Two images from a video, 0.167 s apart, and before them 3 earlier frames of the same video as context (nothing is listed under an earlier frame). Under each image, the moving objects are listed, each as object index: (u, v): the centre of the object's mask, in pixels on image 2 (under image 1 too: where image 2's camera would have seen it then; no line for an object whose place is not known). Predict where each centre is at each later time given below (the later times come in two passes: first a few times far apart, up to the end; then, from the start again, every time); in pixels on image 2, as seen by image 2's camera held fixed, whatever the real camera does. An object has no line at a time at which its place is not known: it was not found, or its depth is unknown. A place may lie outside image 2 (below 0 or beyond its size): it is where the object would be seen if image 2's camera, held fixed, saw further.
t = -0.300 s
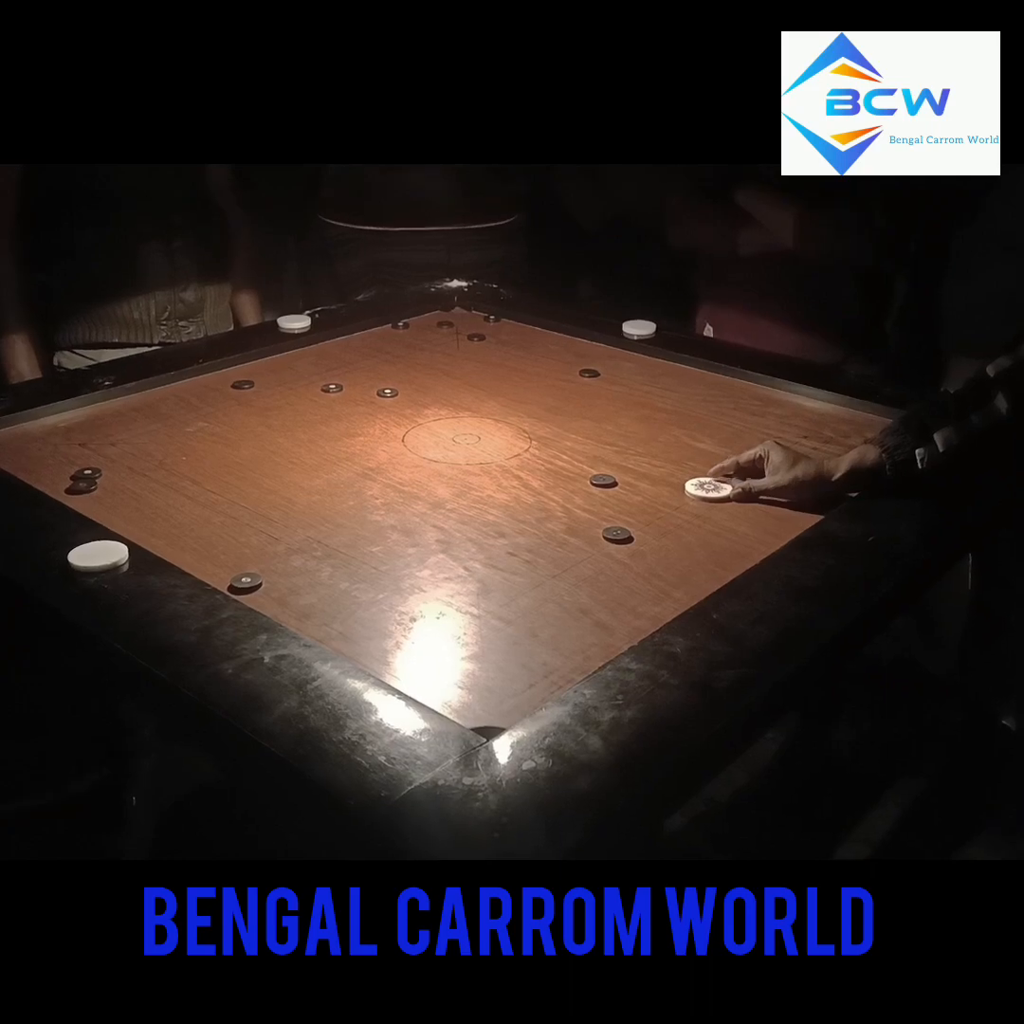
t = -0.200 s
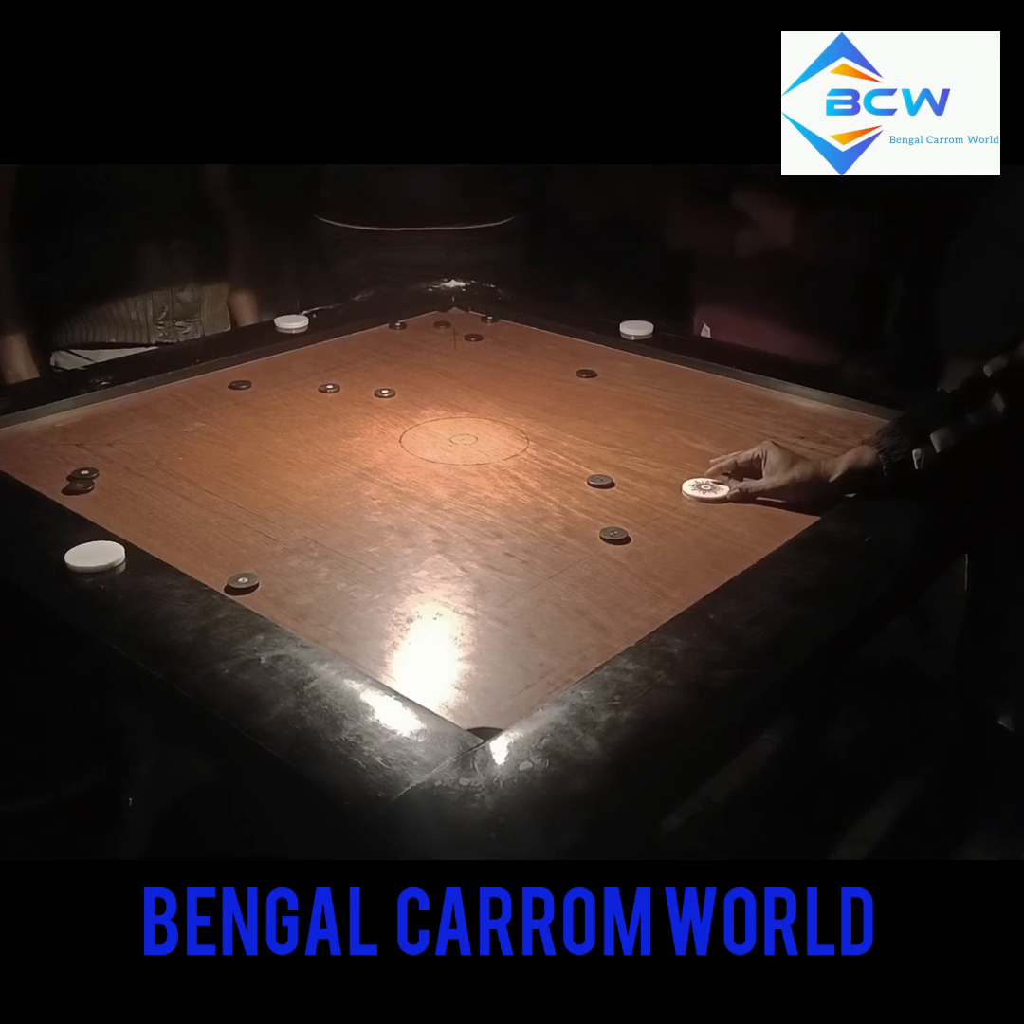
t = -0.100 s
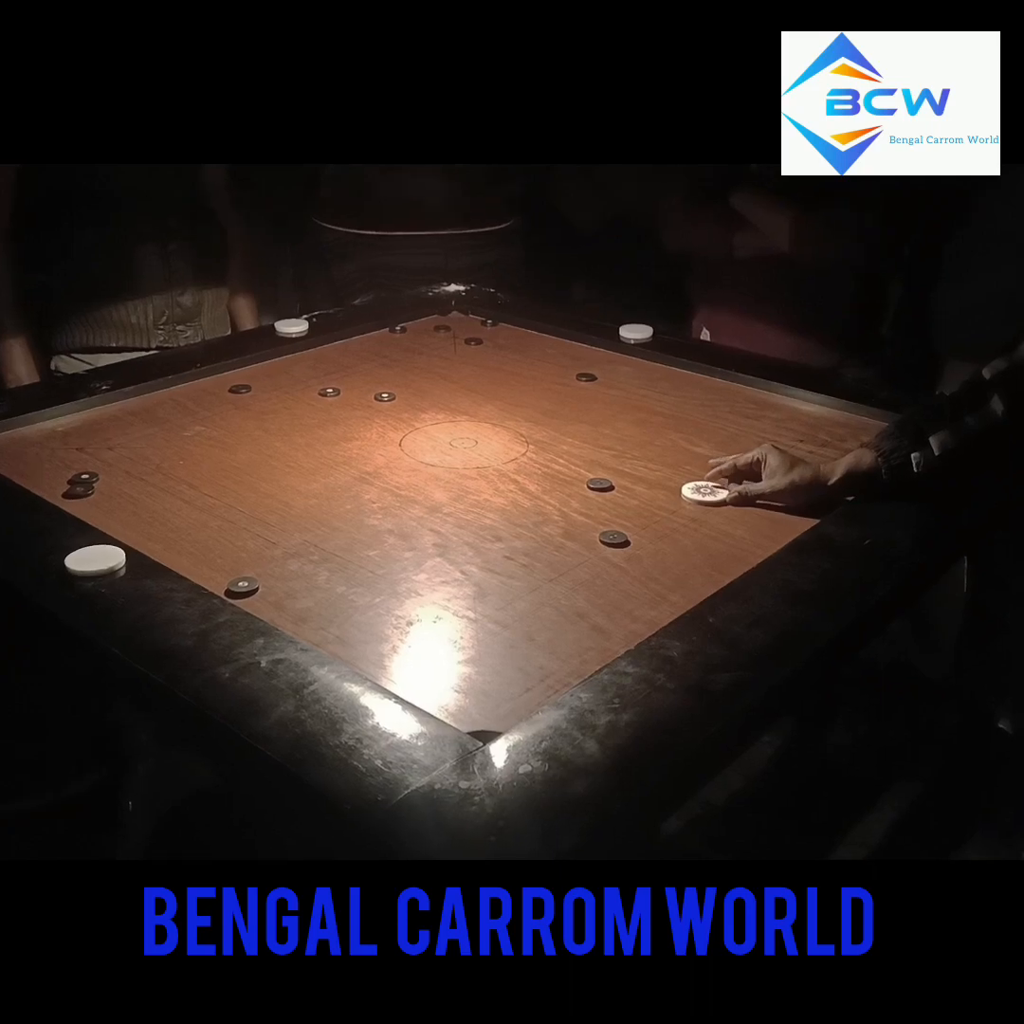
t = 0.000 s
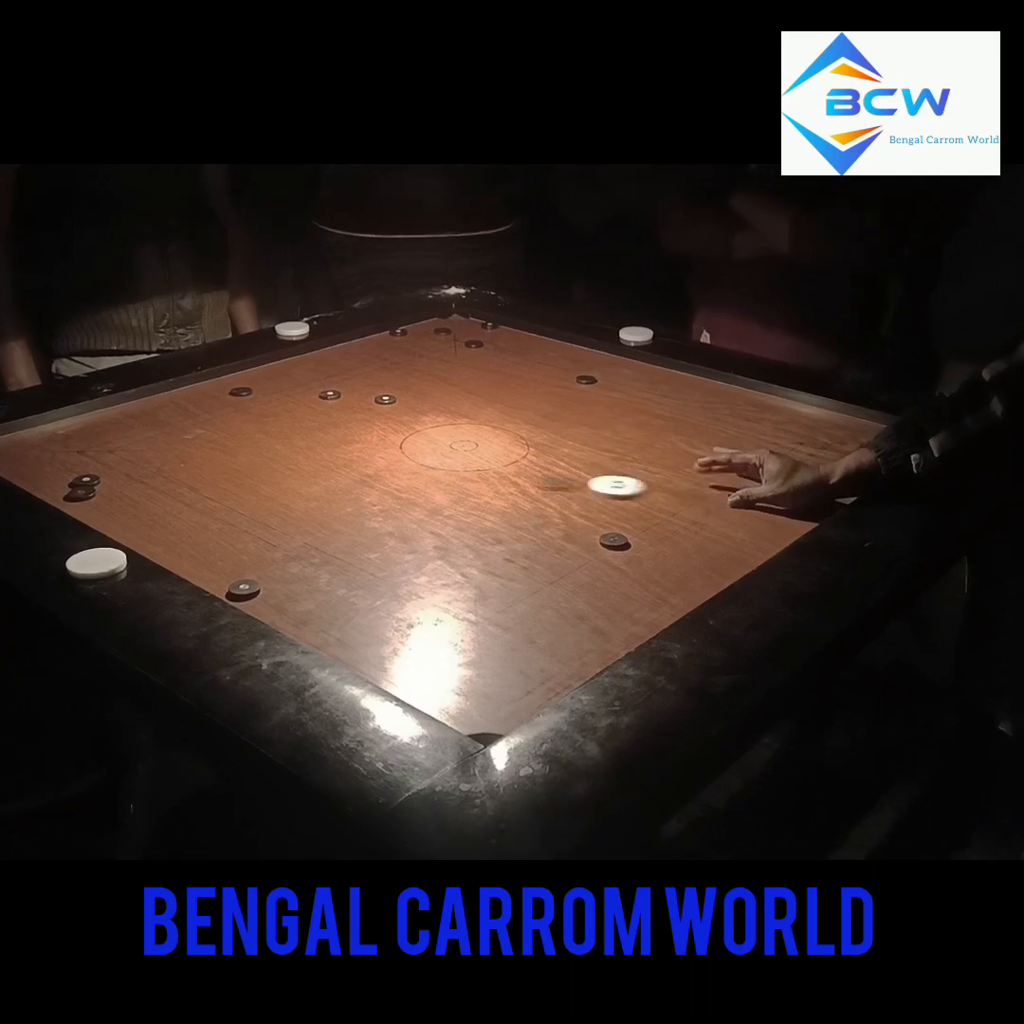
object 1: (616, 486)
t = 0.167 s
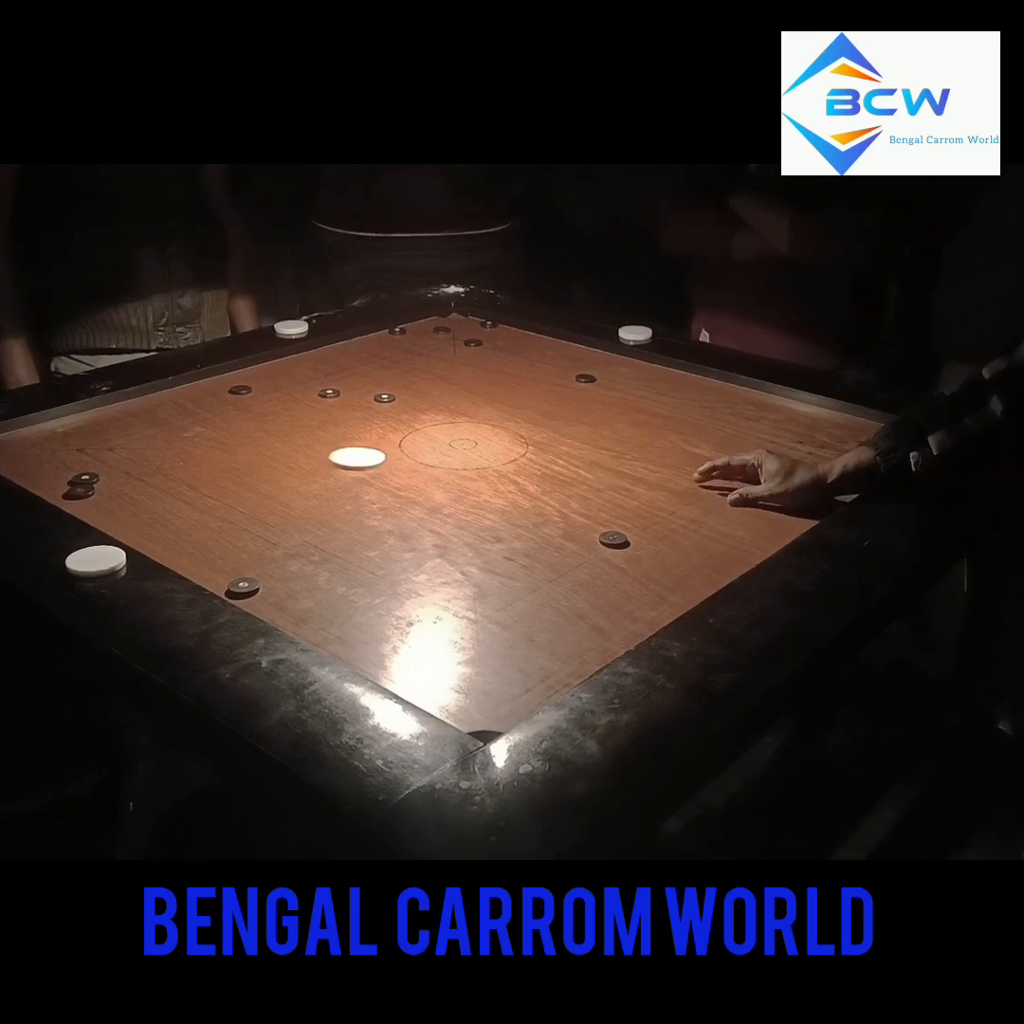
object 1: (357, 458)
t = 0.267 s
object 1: (213, 444)
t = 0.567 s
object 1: (96, 491)
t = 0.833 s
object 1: (324, 504)
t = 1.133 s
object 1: (563, 519)
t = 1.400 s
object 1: (753, 529)
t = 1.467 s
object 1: (785, 528)
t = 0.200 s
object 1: (309, 453)
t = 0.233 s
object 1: (262, 448)
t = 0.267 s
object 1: (213, 444)
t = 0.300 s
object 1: (167, 440)
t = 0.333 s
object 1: (123, 436)
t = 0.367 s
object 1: (78, 433)
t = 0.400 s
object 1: (42, 433)
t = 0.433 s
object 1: (46, 448)
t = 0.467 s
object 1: (49, 463)
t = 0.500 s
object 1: (50, 479)
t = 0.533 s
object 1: (62, 489)
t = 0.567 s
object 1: (96, 491)
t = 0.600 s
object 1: (126, 491)
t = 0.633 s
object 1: (154, 492)
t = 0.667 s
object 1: (184, 494)
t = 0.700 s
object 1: (213, 496)
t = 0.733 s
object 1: (240, 498)
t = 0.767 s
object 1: (268, 500)
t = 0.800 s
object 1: (296, 502)
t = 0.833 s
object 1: (324, 504)
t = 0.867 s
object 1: (350, 505)
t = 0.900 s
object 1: (377, 507)
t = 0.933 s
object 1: (405, 509)
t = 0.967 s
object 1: (432, 511)
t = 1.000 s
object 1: (457, 512)
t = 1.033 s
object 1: (484, 513)
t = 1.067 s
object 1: (511, 515)
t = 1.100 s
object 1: (537, 517)
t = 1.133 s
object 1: (563, 519)
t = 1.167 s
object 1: (589, 522)
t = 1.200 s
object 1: (614, 524)
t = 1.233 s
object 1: (638, 526)
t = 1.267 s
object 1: (661, 527)
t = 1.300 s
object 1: (684, 528)
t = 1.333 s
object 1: (707, 529)
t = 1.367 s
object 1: (730, 529)
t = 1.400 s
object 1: (753, 529)
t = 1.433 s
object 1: (771, 529)
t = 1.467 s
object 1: (785, 528)
